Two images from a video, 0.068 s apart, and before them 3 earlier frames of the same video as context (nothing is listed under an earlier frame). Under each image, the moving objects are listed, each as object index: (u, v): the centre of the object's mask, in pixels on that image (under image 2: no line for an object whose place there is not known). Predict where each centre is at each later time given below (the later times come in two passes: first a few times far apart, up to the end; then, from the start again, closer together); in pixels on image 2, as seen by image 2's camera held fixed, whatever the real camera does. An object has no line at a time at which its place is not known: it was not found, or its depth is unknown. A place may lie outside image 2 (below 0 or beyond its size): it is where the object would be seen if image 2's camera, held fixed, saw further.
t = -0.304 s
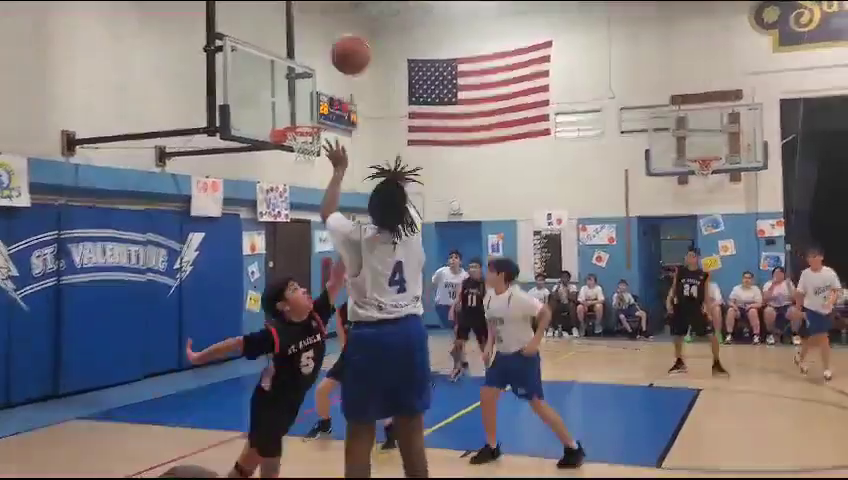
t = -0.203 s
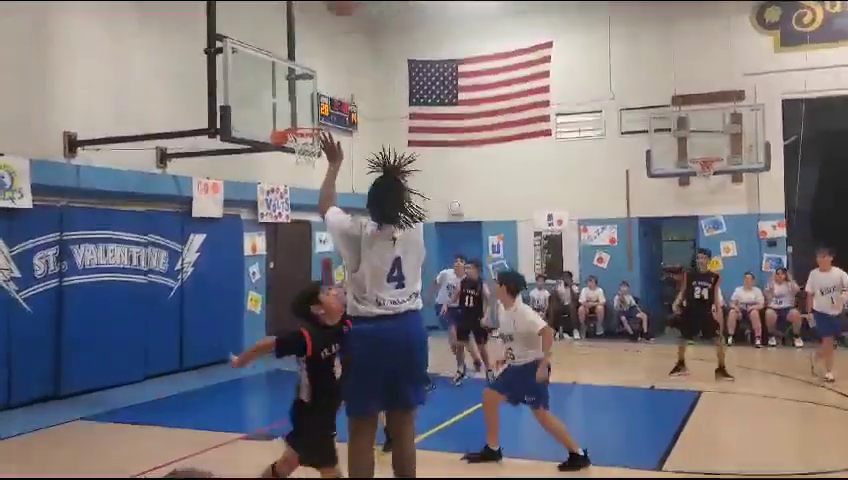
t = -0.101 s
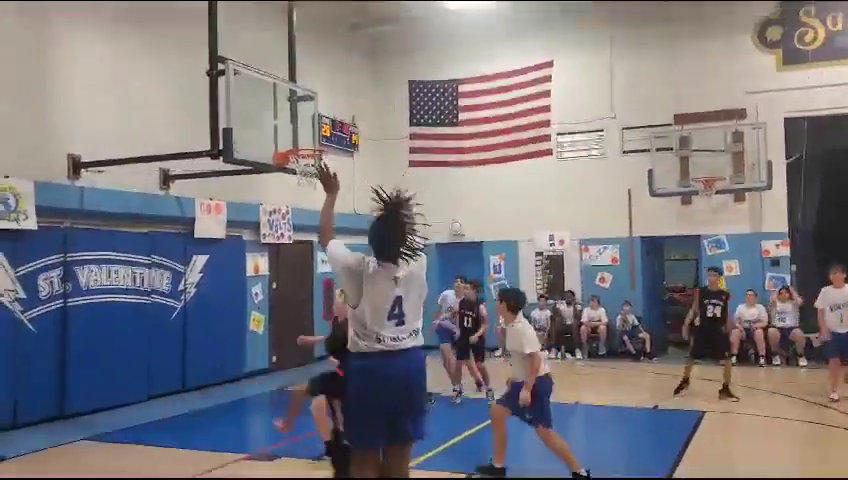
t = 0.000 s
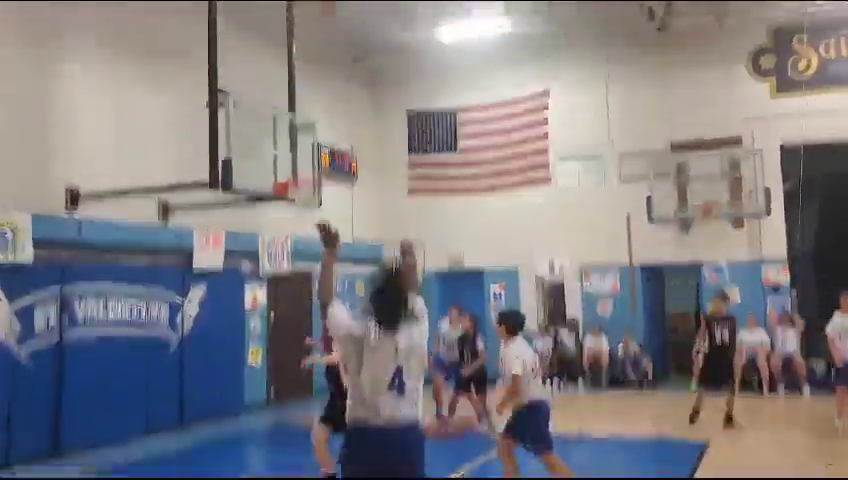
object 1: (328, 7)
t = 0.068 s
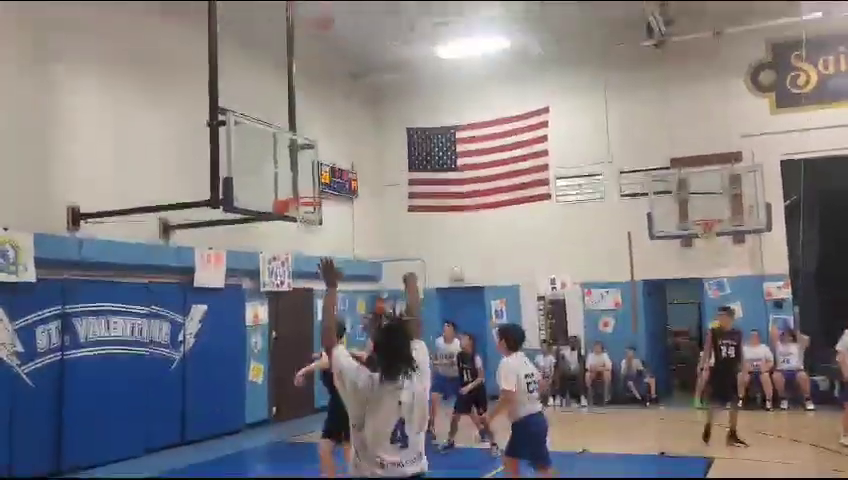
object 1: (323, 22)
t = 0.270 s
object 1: (313, 33)
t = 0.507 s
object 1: (306, 93)
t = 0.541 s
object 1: (306, 105)
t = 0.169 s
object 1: (316, 17)
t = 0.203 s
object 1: (314, 22)
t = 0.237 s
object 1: (313, 28)
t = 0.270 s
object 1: (313, 33)
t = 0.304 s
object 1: (311, 39)
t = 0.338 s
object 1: (310, 46)
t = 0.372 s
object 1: (309, 53)
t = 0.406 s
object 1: (308, 63)
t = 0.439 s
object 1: (307, 73)
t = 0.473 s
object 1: (306, 82)
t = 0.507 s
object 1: (306, 93)
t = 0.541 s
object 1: (306, 105)
